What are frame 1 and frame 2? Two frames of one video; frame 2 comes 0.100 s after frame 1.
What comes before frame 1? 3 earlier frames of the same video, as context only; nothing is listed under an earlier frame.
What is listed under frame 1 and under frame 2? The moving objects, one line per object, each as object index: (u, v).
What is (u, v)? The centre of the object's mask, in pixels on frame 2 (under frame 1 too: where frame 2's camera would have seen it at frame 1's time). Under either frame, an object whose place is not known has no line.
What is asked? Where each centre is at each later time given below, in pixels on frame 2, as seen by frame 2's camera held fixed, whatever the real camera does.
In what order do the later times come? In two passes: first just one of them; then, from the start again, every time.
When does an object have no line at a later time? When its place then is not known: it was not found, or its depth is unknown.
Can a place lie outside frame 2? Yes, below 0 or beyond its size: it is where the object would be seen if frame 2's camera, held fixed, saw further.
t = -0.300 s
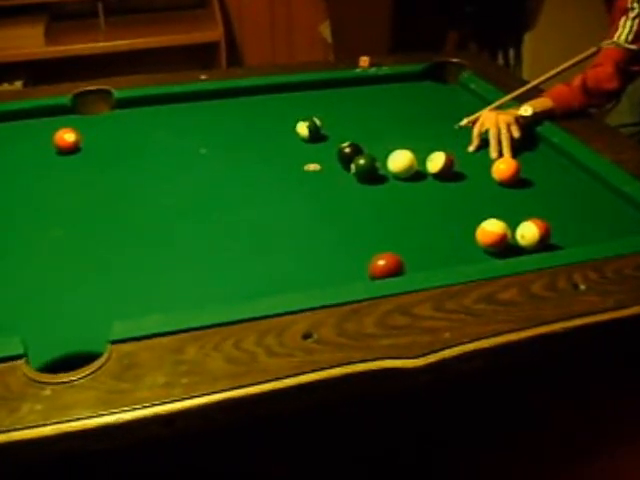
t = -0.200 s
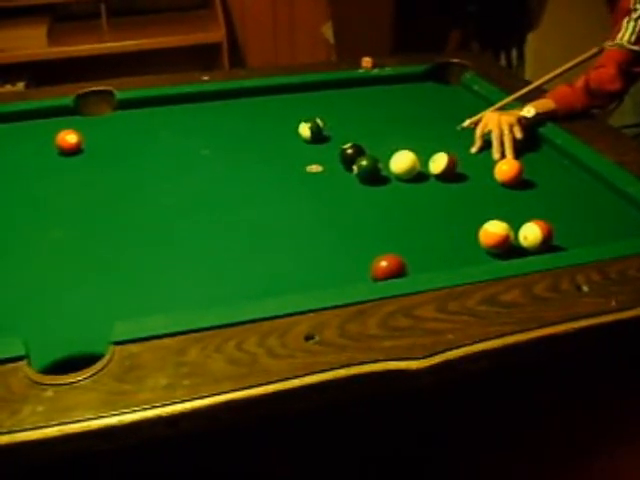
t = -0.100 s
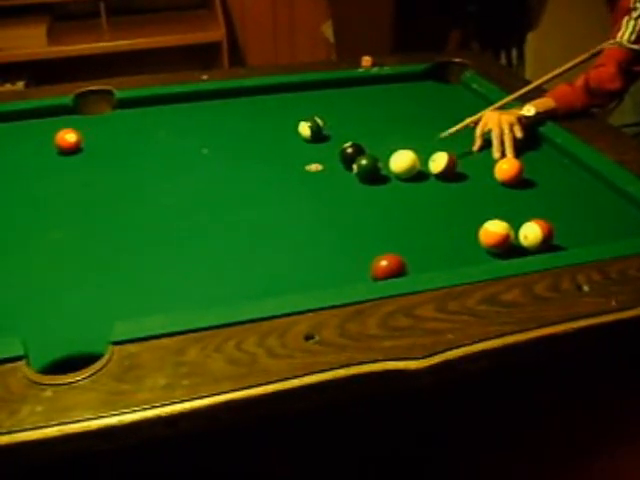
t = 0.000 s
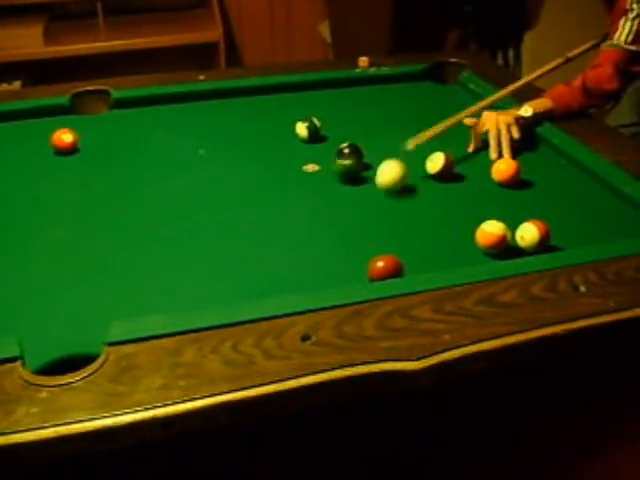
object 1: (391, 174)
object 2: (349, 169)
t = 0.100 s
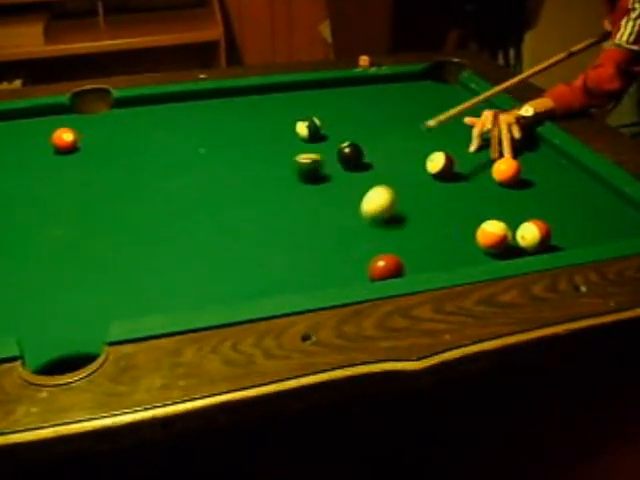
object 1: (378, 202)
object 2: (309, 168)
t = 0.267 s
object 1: (342, 262)
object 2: (252, 168)
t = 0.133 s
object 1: (372, 213)
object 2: (296, 167)
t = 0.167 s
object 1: (365, 224)
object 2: (287, 169)
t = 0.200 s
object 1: (358, 235)
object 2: (276, 168)
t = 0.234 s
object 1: (351, 248)
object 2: (264, 167)
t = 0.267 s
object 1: (342, 262)
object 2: (252, 168)
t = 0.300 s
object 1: (333, 272)
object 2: (241, 168)
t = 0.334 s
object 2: (231, 168)
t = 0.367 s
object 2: (220, 166)
